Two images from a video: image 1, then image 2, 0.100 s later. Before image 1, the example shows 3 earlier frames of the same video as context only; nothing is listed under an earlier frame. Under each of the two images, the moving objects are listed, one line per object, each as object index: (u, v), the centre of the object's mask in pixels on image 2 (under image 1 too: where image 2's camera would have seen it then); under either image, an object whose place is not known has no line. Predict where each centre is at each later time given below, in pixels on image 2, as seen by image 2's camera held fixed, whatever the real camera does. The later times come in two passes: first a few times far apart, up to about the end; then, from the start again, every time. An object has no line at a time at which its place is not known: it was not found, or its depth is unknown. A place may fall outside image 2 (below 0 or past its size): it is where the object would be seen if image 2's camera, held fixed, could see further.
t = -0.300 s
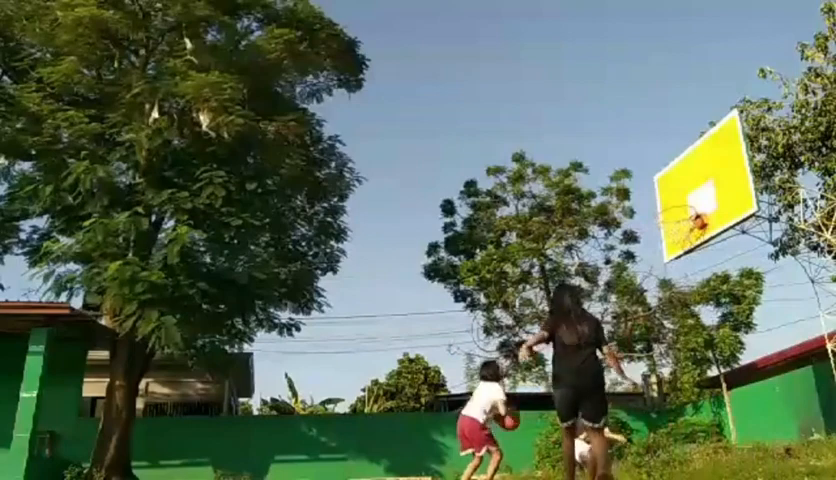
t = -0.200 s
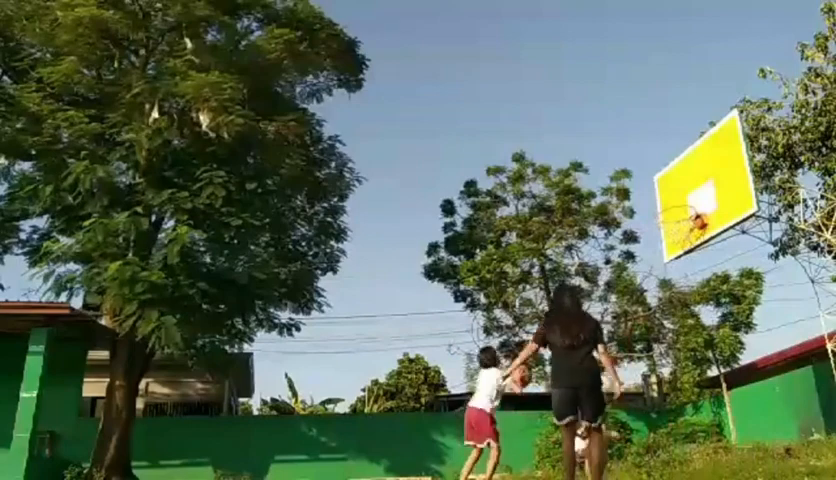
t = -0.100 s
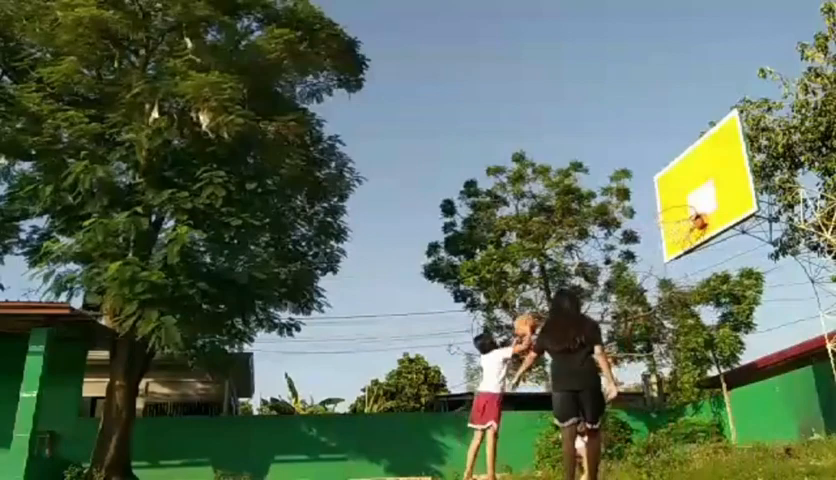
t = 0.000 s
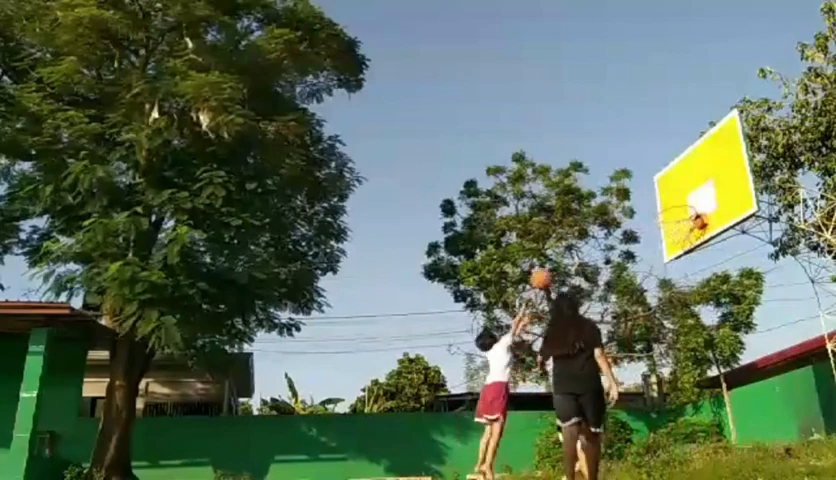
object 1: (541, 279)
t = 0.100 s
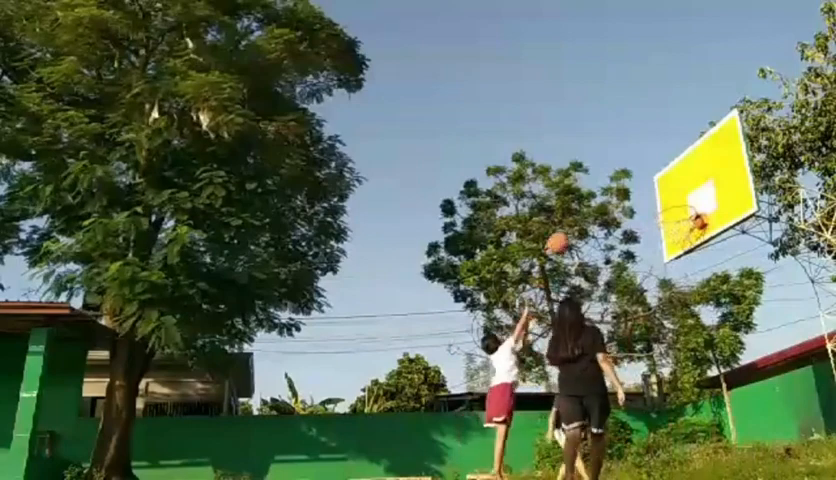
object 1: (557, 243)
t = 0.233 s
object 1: (577, 212)
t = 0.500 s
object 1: (620, 195)
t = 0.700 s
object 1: (656, 215)
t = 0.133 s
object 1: (563, 234)
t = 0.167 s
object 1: (567, 226)
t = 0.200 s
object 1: (573, 218)
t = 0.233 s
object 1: (577, 212)
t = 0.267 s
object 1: (584, 207)
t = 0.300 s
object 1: (588, 203)
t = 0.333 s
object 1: (594, 200)
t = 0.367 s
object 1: (599, 197)
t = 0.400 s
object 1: (604, 196)
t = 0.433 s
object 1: (610, 195)
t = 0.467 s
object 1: (616, 194)
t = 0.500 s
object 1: (620, 195)
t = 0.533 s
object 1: (627, 197)
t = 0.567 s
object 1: (632, 199)
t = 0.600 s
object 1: (637, 201)
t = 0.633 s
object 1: (644, 206)
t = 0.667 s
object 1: (650, 211)
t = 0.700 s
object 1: (656, 215)
